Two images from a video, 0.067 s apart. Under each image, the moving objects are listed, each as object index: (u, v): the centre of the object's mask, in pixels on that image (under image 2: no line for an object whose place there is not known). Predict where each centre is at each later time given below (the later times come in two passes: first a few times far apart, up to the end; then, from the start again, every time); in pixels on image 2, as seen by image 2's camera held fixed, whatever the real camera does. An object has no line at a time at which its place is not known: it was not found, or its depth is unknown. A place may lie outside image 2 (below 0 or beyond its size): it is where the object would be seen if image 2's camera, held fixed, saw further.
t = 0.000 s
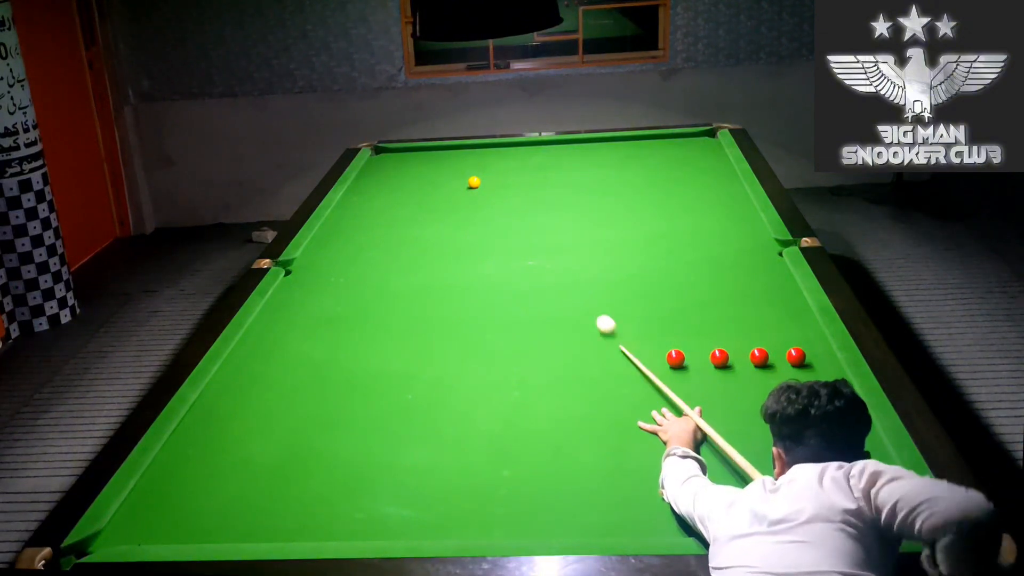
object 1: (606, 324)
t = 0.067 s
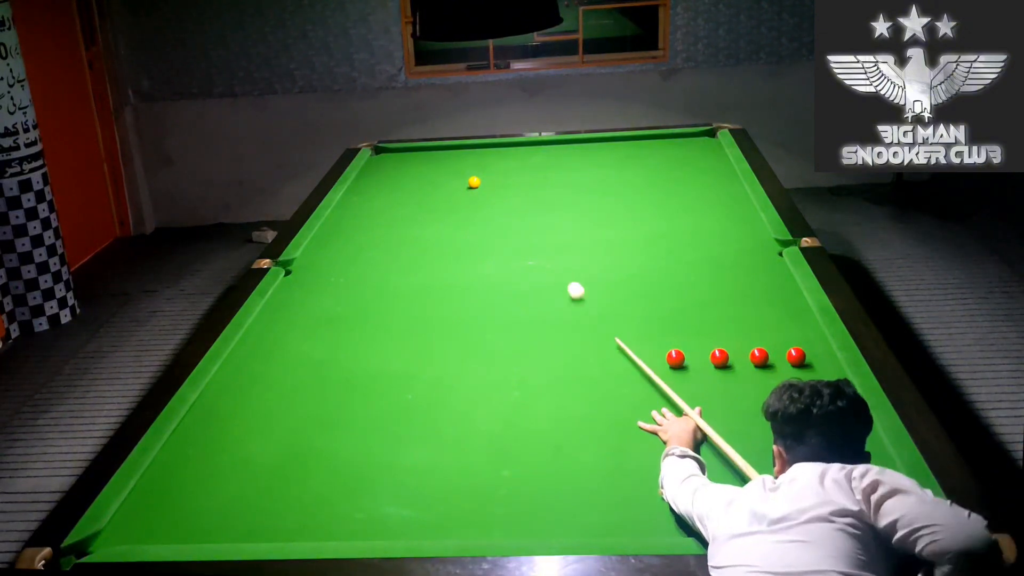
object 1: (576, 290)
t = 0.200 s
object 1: (530, 240)
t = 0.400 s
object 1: (486, 190)
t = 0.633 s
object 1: (513, 172)
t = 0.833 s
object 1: (540, 162)
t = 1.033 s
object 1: (565, 152)
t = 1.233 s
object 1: (588, 142)
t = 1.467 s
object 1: (616, 143)
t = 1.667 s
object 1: (640, 147)
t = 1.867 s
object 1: (665, 151)
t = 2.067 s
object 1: (690, 155)
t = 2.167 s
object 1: (702, 158)
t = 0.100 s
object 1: (563, 276)
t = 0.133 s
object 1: (551, 263)
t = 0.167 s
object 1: (540, 251)
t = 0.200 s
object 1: (530, 240)
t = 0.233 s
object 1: (521, 230)
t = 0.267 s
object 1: (513, 221)
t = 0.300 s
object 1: (505, 212)
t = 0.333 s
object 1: (498, 204)
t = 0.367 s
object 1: (492, 197)
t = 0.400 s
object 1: (486, 190)
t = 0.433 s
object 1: (481, 184)
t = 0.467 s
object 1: (488, 182)
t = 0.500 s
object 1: (494, 180)
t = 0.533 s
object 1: (499, 178)
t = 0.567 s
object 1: (504, 176)
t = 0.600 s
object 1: (509, 174)
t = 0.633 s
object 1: (513, 172)
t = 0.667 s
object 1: (518, 171)
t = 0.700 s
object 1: (523, 169)
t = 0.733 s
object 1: (527, 167)
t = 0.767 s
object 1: (532, 165)
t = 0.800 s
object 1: (536, 163)
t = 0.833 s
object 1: (540, 162)
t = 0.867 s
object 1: (545, 160)
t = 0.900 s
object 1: (549, 158)
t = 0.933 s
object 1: (553, 157)
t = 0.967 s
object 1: (557, 155)
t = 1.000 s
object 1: (561, 153)
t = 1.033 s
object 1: (565, 152)
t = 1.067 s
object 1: (569, 150)
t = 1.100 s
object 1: (573, 149)
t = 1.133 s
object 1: (577, 147)
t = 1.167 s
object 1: (581, 146)
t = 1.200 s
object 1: (585, 144)
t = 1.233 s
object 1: (588, 142)
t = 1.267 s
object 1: (592, 141)
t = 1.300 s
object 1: (596, 140)
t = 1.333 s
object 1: (599, 140)
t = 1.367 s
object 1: (604, 140)
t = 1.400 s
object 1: (608, 141)
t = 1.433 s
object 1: (612, 142)
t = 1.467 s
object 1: (616, 143)
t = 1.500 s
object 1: (620, 143)
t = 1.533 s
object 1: (624, 144)
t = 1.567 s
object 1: (628, 145)
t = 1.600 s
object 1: (632, 145)
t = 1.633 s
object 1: (636, 146)
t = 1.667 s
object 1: (640, 147)
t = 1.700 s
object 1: (644, 147)
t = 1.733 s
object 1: (648, 148)
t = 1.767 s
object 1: (652, 149)
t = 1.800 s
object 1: (656, 150)
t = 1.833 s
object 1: (661, 151)
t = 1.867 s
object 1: (665, 151)
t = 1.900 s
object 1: (669, 152)
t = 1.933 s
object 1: (673, 153)
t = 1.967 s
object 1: (677, 153)
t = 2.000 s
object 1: (681, 154)
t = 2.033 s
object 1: (685, 155)
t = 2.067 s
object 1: (690, 155)
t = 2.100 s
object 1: (694, 156)
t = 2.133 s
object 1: (698, 157)
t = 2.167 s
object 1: (702, 158)
